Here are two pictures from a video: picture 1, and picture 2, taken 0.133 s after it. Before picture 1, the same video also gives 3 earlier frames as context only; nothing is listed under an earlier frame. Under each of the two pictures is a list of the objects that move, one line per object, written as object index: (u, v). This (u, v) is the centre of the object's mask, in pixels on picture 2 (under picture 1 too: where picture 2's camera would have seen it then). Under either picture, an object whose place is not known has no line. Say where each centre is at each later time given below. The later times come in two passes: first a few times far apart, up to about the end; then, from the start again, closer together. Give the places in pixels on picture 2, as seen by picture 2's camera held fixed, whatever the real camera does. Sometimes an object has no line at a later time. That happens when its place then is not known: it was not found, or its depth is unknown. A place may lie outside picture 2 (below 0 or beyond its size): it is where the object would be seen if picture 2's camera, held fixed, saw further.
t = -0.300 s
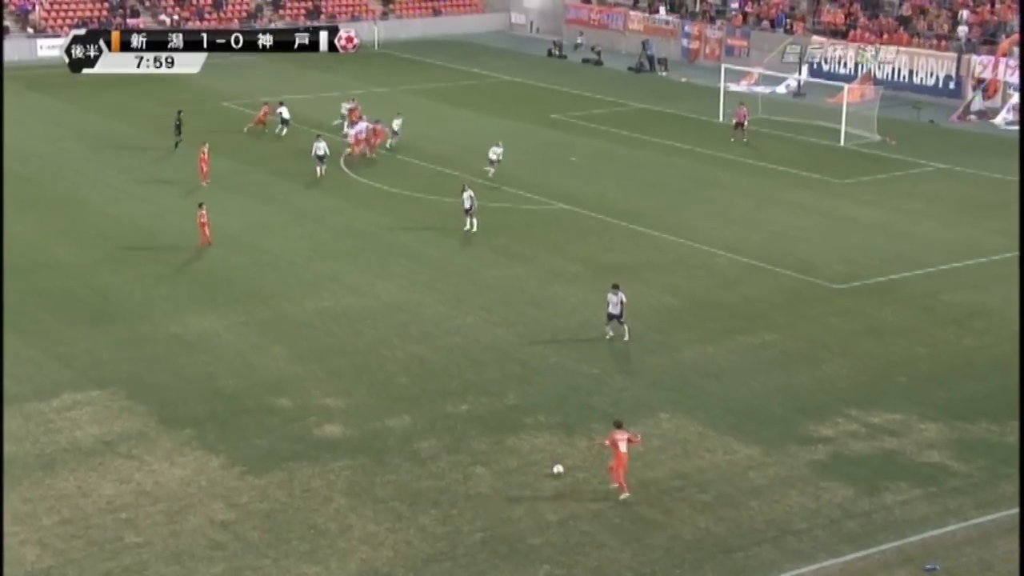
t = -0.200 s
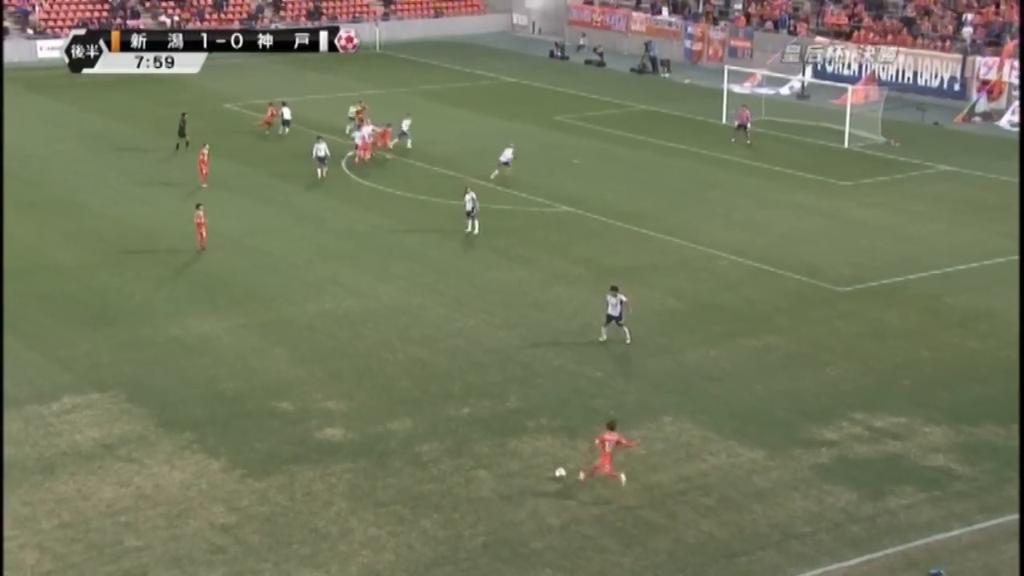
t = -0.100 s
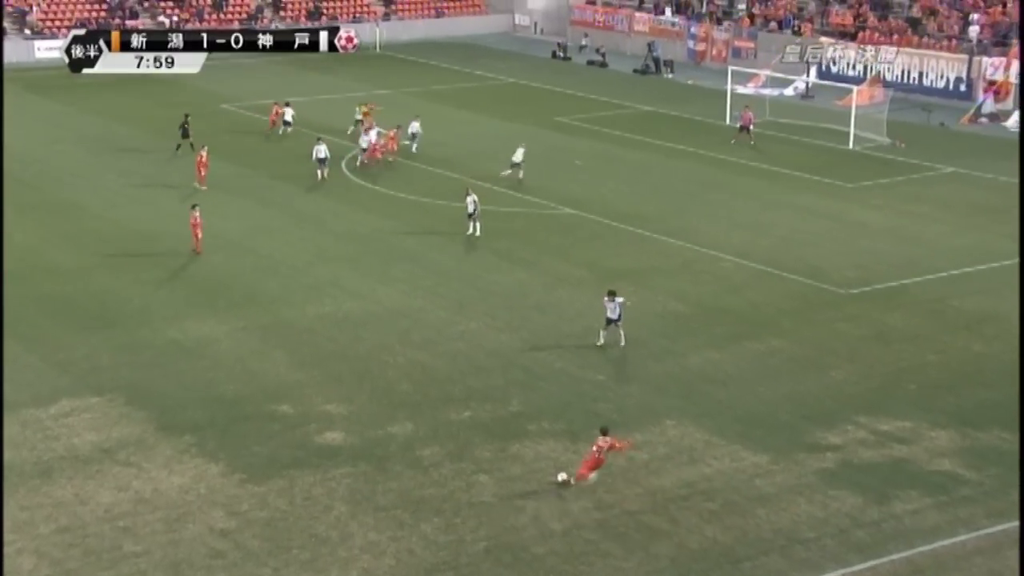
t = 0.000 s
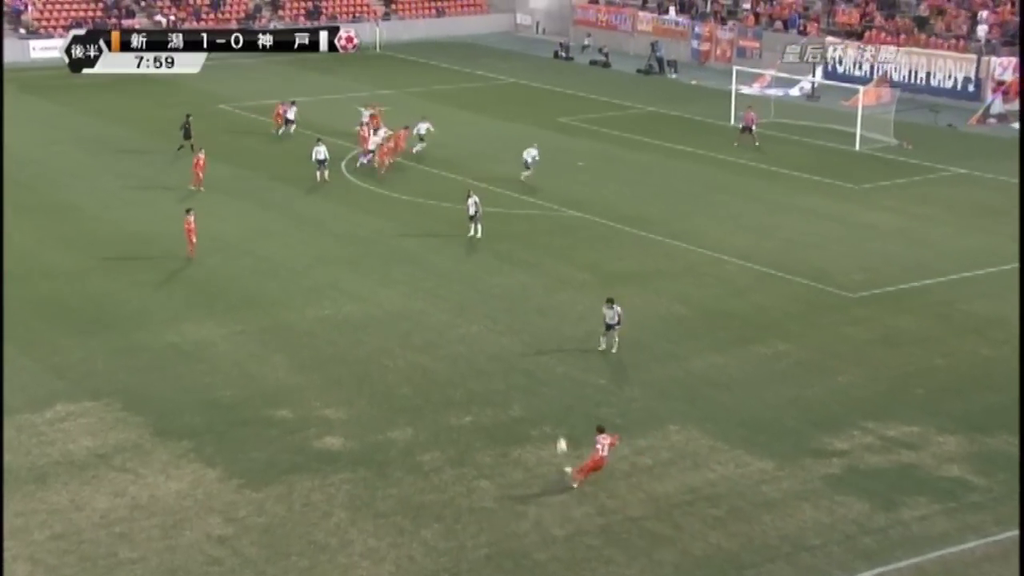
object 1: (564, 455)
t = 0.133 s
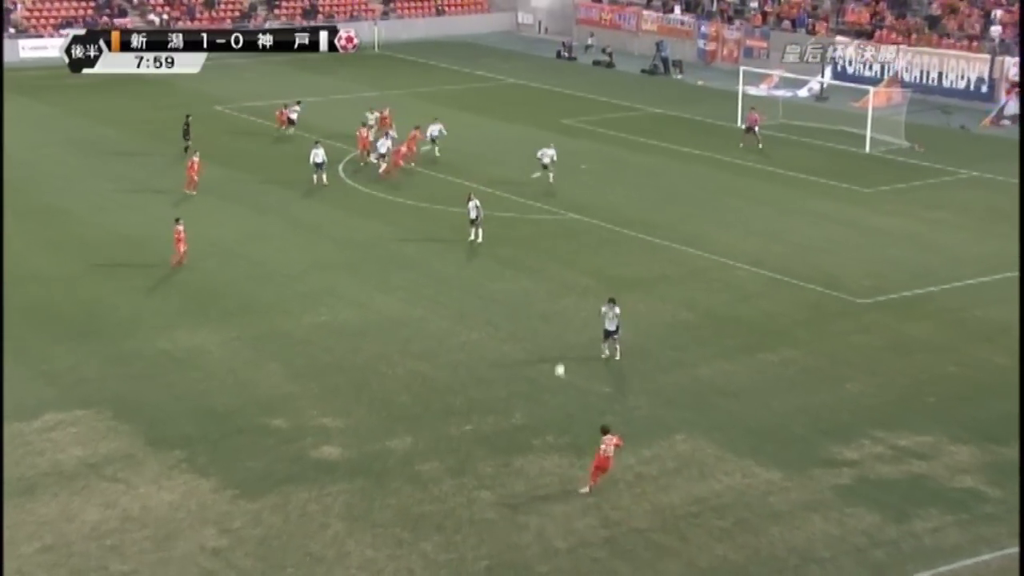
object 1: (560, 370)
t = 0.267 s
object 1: (562, 306)
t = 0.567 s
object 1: (581, 209)
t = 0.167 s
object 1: (560, 352)
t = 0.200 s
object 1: (560, 336)
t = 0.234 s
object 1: (561, 321)
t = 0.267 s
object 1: (562, 306)
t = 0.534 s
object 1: (578, 217)
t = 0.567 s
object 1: (581, 209)
